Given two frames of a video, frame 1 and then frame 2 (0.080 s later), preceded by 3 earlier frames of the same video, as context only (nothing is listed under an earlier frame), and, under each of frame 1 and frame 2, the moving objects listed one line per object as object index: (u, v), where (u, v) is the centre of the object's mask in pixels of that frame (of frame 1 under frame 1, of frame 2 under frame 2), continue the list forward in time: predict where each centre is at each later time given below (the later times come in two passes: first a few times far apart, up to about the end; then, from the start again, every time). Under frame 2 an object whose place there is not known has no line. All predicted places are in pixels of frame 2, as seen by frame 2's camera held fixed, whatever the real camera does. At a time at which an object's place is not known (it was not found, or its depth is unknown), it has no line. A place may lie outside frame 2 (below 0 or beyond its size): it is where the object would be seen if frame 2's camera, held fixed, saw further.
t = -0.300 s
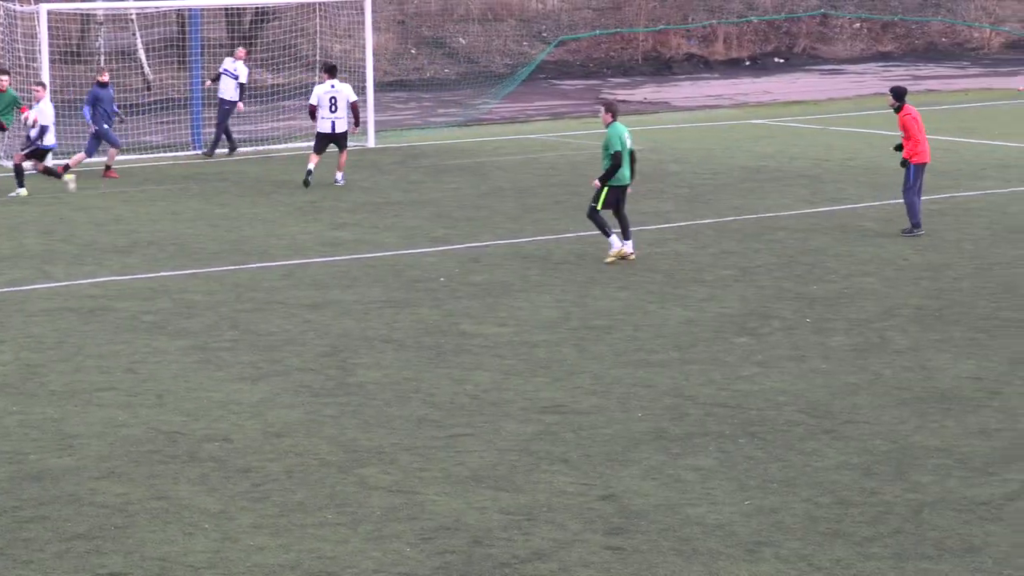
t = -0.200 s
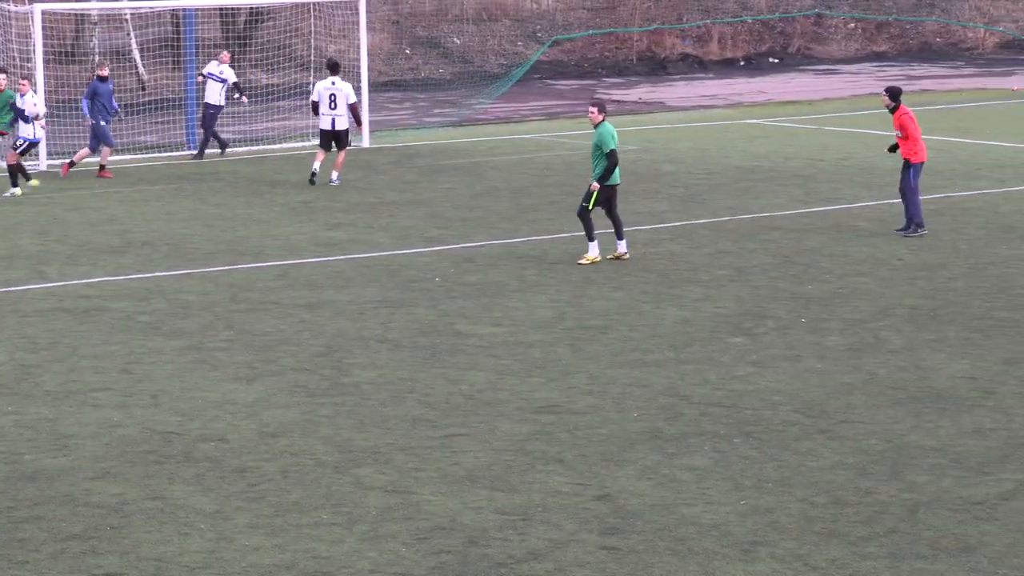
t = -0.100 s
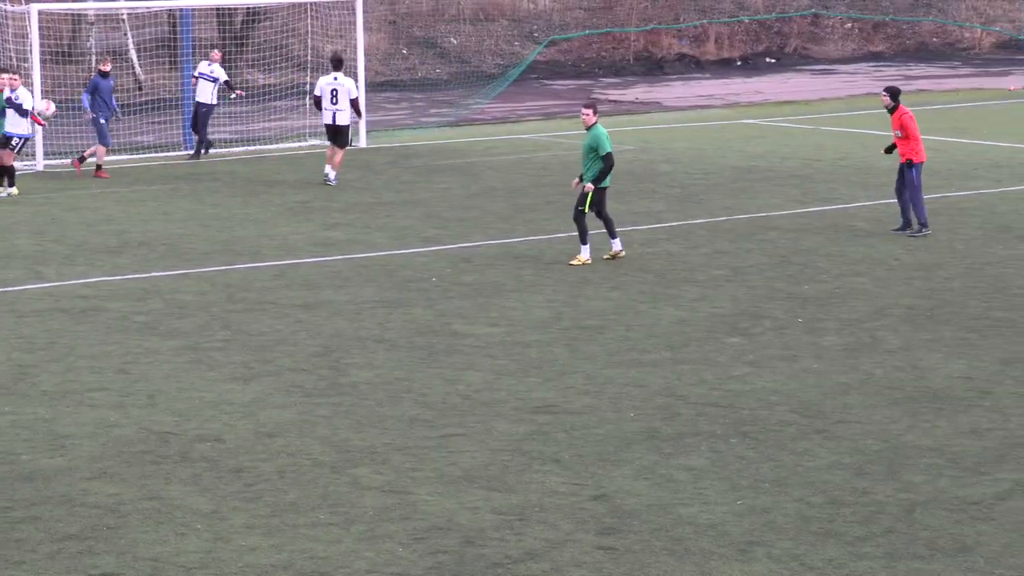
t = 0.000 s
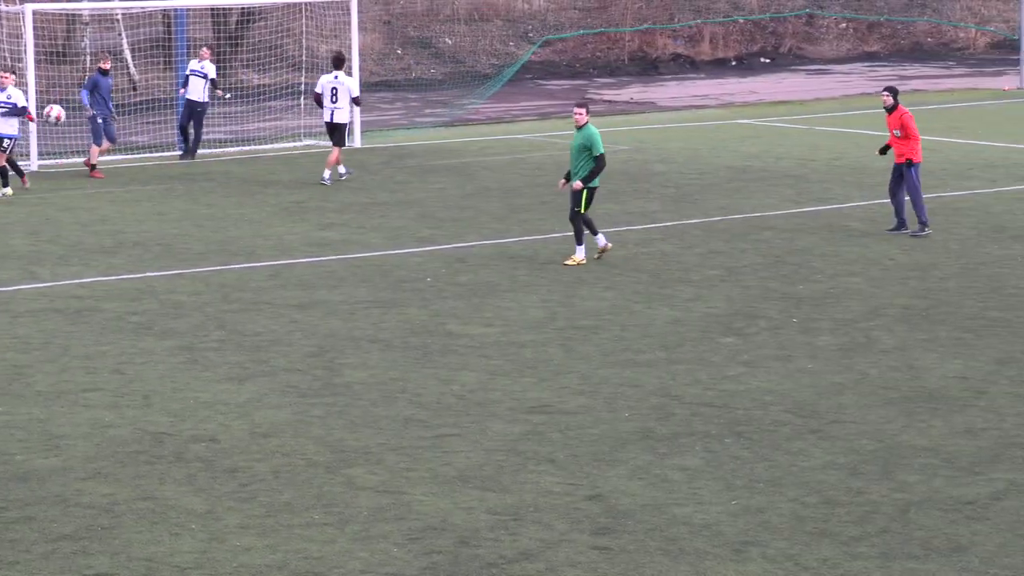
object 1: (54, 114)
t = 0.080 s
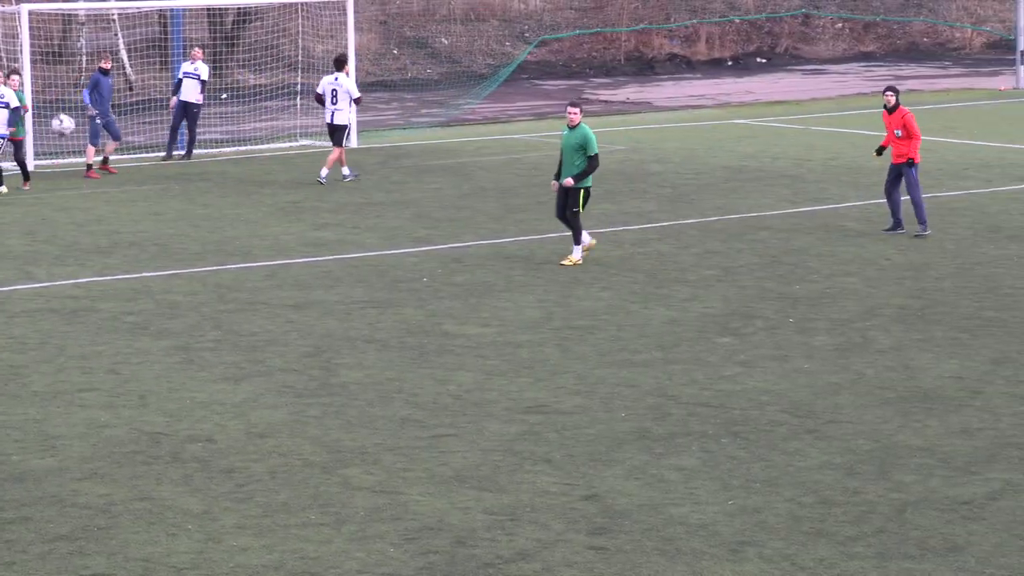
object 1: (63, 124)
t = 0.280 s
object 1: (100, 177)
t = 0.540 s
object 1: (164, 317)
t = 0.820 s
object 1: (225, 392)
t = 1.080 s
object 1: (267, 394)
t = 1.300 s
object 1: (307, 486)
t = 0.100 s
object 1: (66, 128)
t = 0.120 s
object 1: (69, 132)
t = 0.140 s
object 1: (73, 135)
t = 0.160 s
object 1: (77, 140)
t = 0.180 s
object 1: (80, 144)
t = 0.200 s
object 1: (84, 151)
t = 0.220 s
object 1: (87, 156)
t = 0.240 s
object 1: (92, 163)
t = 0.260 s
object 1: (96, 170)
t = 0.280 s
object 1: (100, 177)
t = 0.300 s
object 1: (104, 184)
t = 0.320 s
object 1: (109, 192)
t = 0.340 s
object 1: (113, 200)
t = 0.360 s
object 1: (118, 209)
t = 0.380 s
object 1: (123, 220)
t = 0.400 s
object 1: (127, 229)
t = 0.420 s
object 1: (132, 241)
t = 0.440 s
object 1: (137, 252)
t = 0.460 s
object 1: (142, 263)
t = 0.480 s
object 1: (147, 275)
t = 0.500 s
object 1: (153, 288)
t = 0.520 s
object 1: (158, 301)
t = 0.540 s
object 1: (164, 317)
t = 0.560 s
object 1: (169, 333)
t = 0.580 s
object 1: (175, 348)
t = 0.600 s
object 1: (181, 364)
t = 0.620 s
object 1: (187, 382)
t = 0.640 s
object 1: (193, 400)
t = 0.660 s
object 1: (199, 419)
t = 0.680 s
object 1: (205, 432)
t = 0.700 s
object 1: (208, 425)
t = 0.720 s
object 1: (211, 418)
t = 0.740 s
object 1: (214, 412)
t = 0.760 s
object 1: (216, 406)
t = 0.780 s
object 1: (219, 401)
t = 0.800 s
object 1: (222, 397)
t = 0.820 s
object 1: (225, 392)
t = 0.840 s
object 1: (228, 388)
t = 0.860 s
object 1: (231, 385)
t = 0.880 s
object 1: (234, 383)
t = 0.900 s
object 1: (237, 381)
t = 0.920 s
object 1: (240, 380)
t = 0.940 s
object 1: (243, 379)
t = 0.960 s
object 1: (246, 379)
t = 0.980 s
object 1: (250, 380)
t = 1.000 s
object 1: (253, 382)
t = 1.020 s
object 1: (256, 384)
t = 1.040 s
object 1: (259, 387)
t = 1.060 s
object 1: (263, 390)
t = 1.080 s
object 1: (267, 394)
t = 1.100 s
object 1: (270, 398)
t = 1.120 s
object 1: (274, 404)
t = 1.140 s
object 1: (277, 409)
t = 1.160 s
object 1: (281, 416)
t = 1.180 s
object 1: (284, 423)
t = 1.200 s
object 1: (288, 431)
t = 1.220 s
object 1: (292, 441)
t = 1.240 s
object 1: (296, 450)
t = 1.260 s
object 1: (299, 461)
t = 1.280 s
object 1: (303, 473)
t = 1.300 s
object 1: (307, 486)
